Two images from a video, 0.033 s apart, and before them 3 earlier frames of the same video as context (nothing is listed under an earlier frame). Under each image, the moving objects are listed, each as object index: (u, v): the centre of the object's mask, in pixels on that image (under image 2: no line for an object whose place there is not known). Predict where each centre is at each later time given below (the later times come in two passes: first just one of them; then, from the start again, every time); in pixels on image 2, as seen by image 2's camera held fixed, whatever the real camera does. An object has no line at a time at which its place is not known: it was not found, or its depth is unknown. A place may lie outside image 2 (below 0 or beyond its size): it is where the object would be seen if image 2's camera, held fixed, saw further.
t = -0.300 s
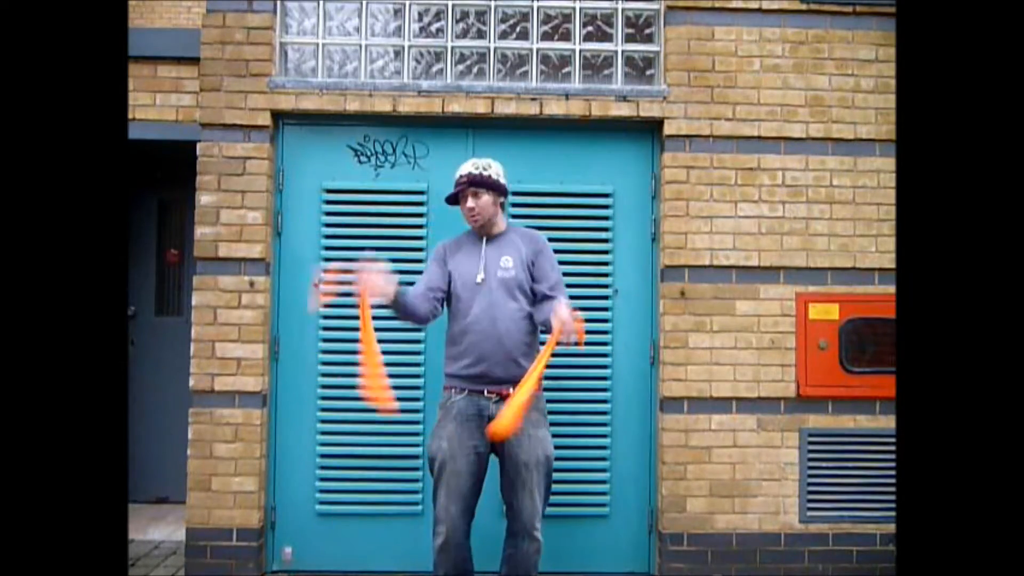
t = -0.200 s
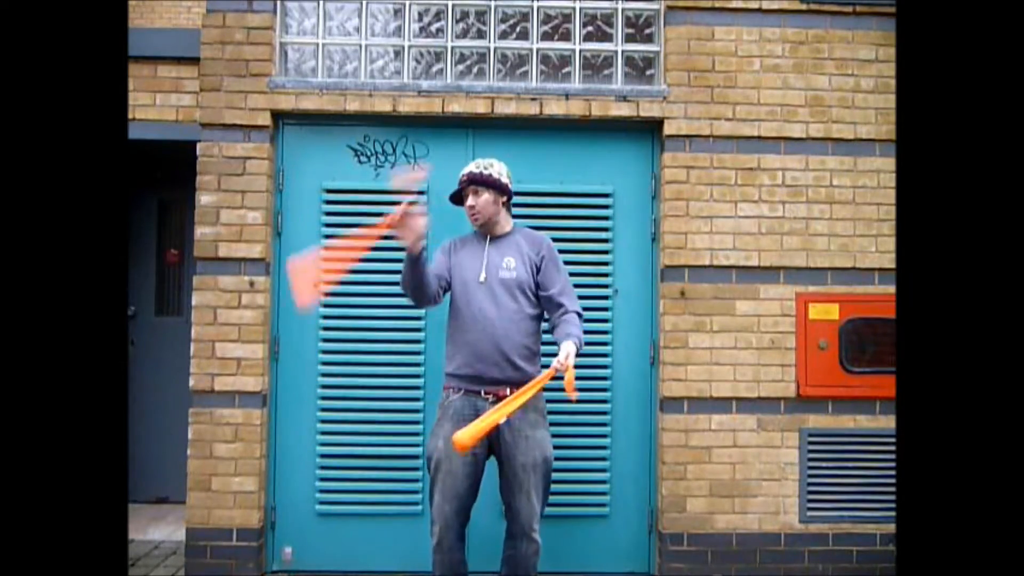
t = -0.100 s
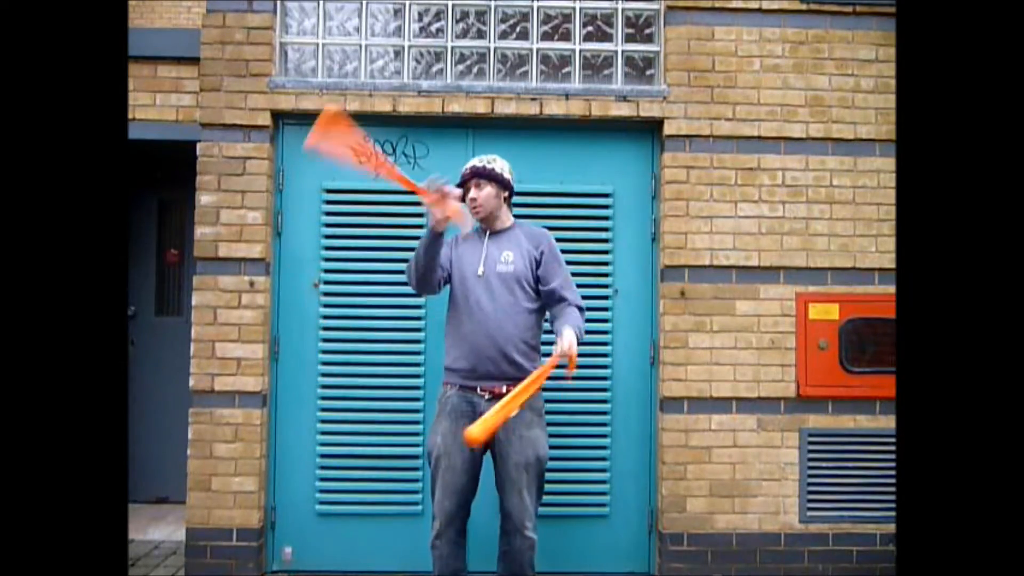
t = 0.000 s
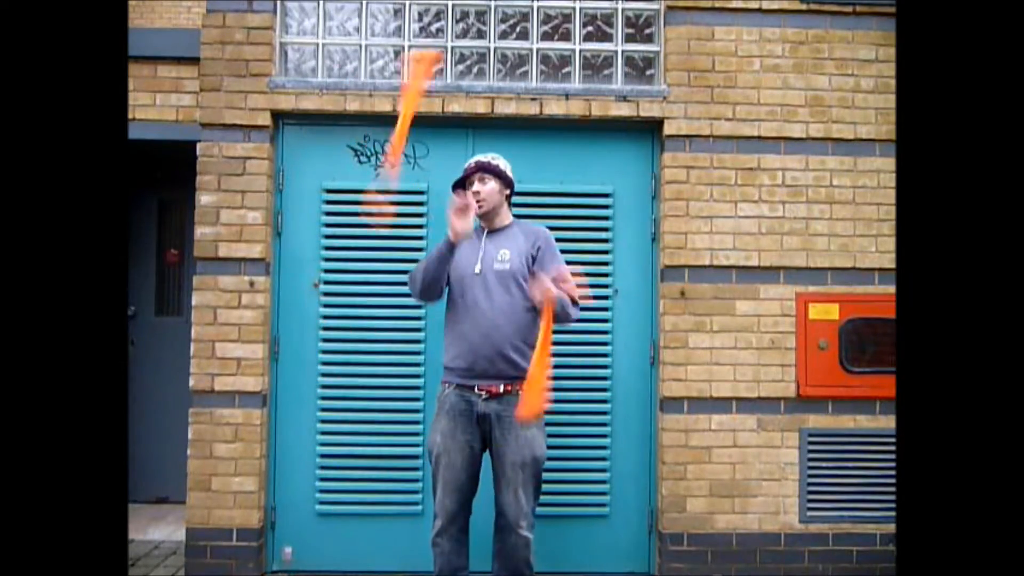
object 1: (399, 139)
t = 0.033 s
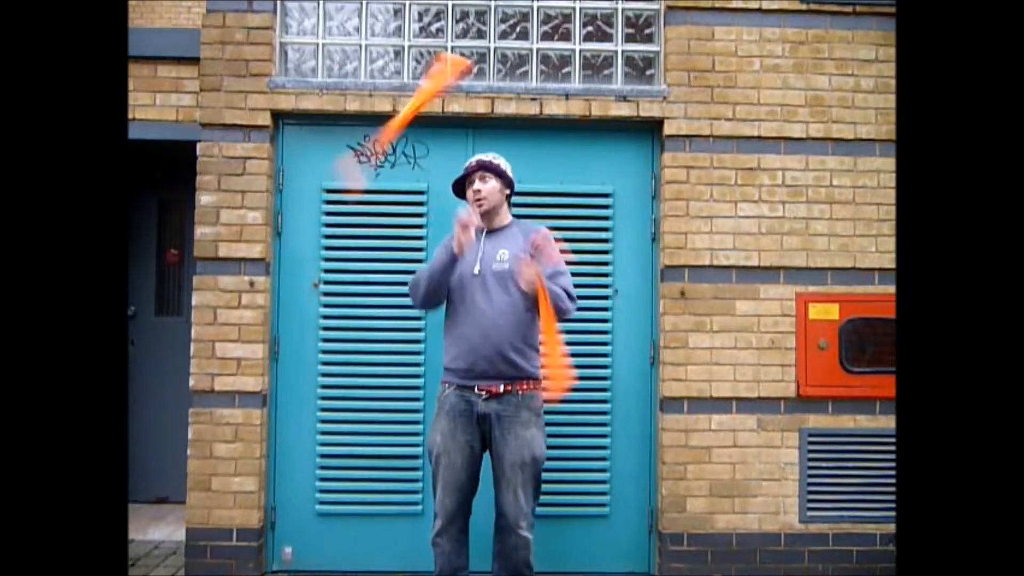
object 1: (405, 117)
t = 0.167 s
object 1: (460, 100)
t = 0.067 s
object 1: (400, 108)
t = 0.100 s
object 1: (425, 92)
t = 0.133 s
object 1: (450, 96)
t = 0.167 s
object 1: (460, 100)
